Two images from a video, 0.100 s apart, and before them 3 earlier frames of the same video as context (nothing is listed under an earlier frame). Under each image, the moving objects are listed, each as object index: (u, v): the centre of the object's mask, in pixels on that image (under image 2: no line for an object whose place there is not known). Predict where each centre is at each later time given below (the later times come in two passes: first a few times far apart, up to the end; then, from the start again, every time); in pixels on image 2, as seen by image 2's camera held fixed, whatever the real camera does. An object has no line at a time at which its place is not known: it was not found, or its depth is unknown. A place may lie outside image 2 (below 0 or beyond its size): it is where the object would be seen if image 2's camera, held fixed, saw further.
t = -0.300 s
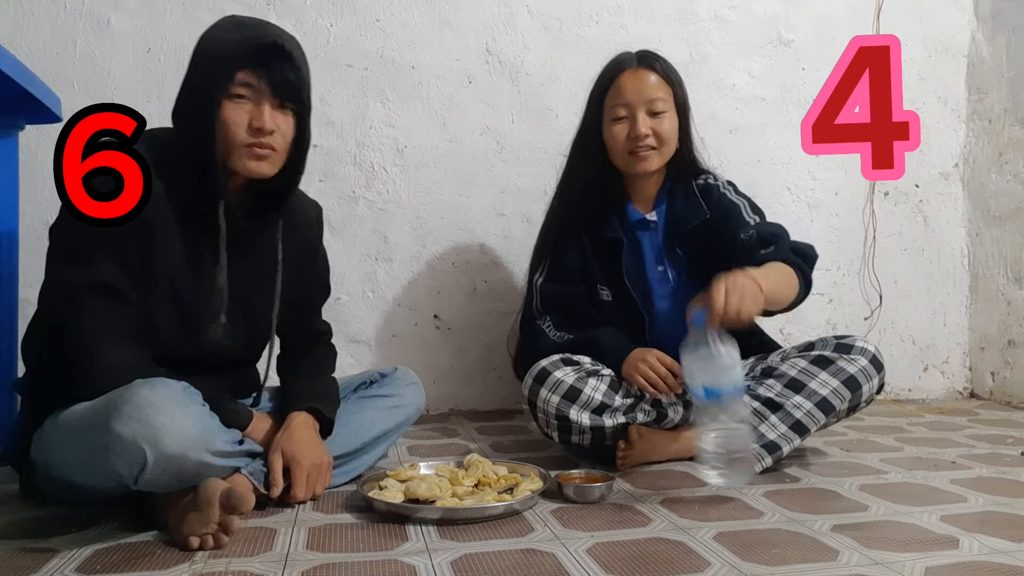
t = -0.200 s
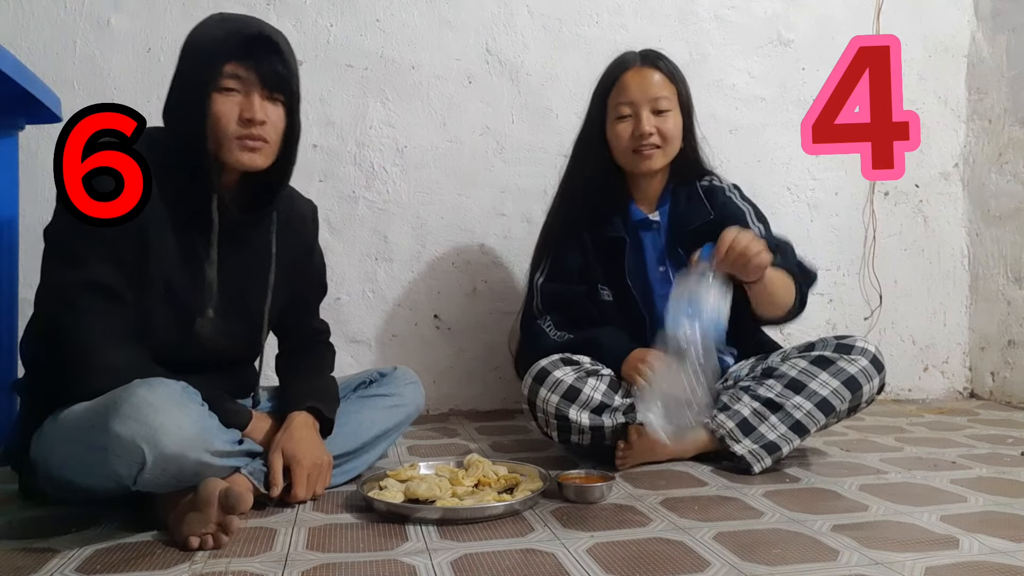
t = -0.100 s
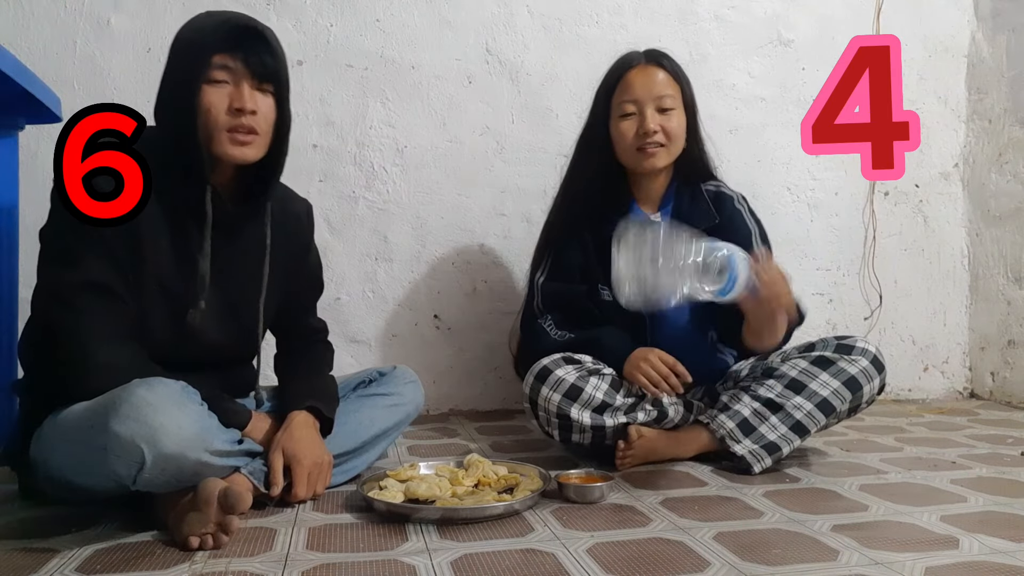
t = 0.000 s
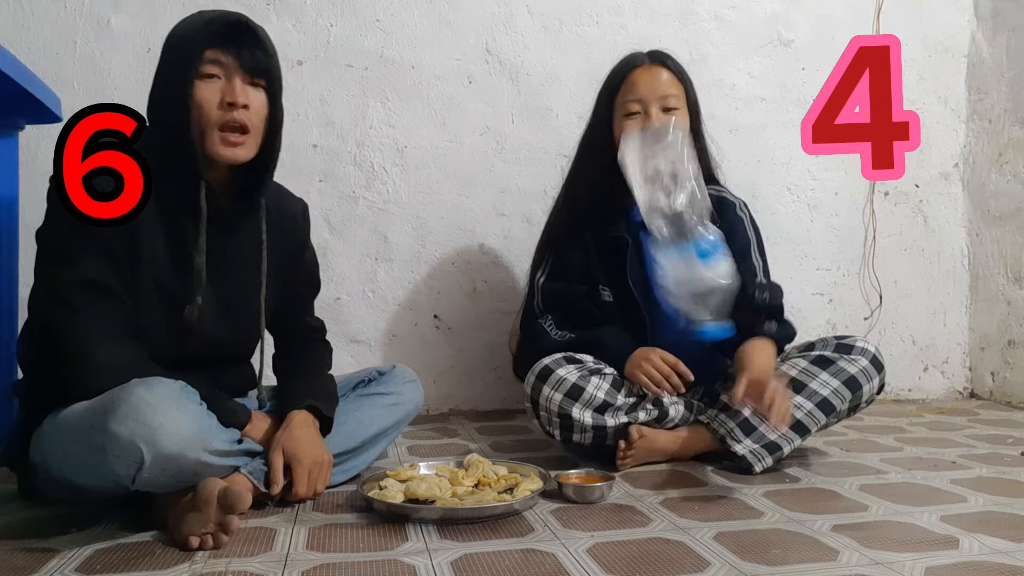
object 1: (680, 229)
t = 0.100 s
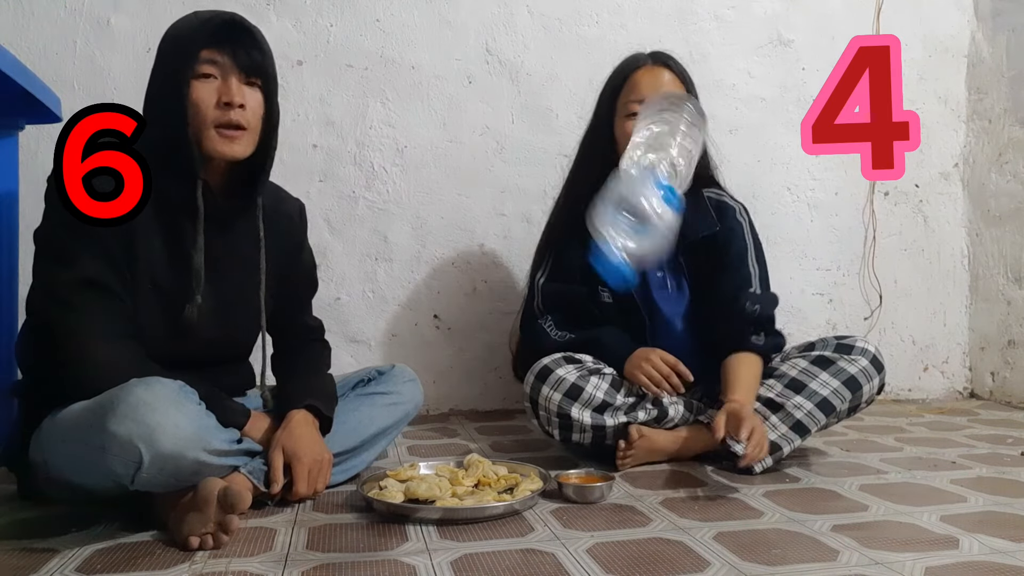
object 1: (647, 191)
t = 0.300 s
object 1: (651, 346)
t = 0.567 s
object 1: (607, 546)
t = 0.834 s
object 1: (595, 545)
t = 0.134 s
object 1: (640, 184)
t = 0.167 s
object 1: (641, 187)
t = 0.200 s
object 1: (645, 208)
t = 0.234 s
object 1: (647, 242)
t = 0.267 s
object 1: (648, 286)
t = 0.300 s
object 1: (651, 346)
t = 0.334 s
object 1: (655, 418)
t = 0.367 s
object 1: (649, 470)
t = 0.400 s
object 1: (635, 481)
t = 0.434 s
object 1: (623, 491)
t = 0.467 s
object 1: (613, 507)
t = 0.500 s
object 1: (600, 532)
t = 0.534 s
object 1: (609, 546)
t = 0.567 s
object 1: (607, 546)
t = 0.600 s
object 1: (605, 547)
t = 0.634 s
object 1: (601, 546)
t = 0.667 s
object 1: (599, 546)
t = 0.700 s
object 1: (598, 546)
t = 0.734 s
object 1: (598, 546)
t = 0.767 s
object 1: (598, 546)
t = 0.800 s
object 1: (597, 546)
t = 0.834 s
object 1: (595, 545)
